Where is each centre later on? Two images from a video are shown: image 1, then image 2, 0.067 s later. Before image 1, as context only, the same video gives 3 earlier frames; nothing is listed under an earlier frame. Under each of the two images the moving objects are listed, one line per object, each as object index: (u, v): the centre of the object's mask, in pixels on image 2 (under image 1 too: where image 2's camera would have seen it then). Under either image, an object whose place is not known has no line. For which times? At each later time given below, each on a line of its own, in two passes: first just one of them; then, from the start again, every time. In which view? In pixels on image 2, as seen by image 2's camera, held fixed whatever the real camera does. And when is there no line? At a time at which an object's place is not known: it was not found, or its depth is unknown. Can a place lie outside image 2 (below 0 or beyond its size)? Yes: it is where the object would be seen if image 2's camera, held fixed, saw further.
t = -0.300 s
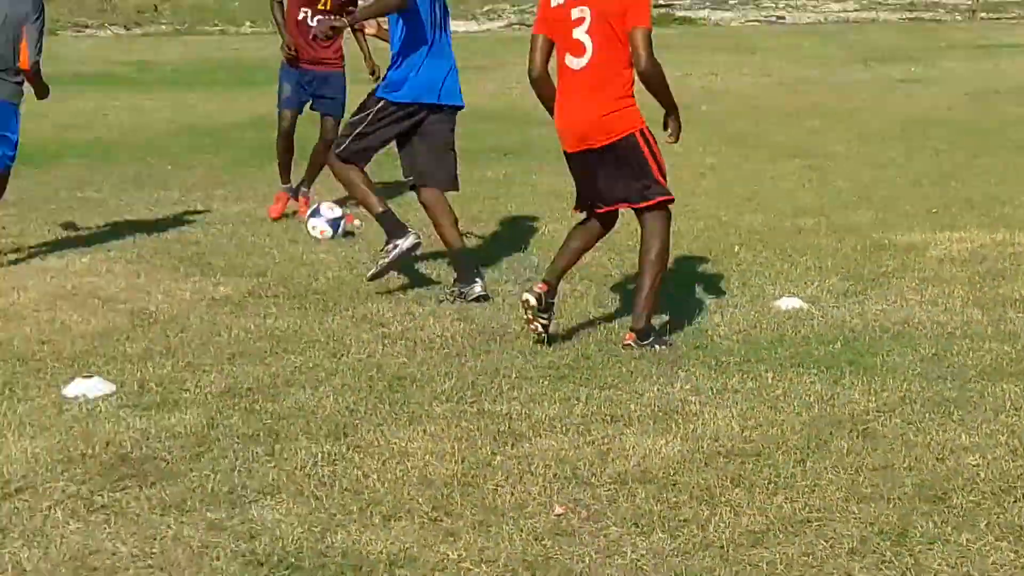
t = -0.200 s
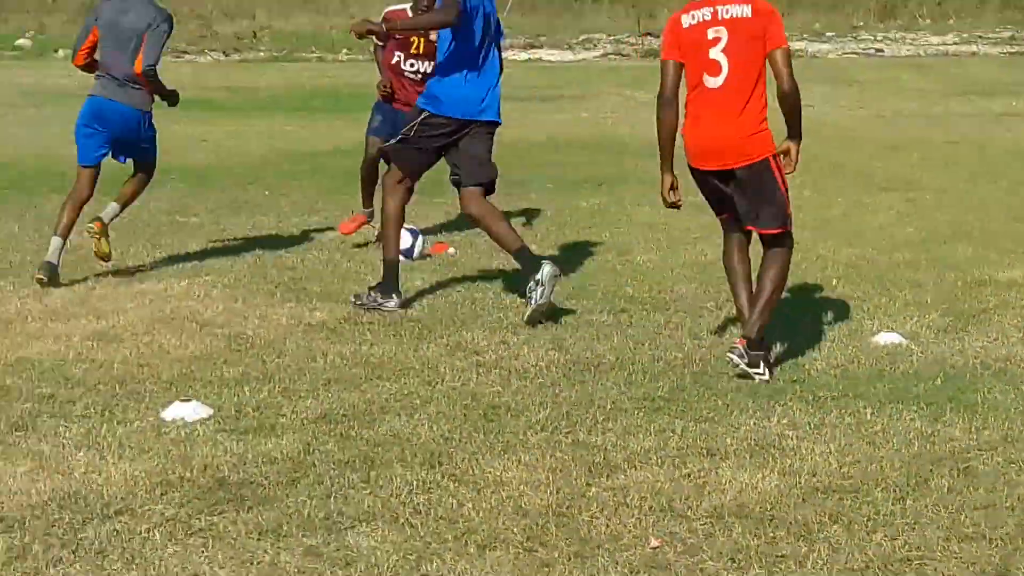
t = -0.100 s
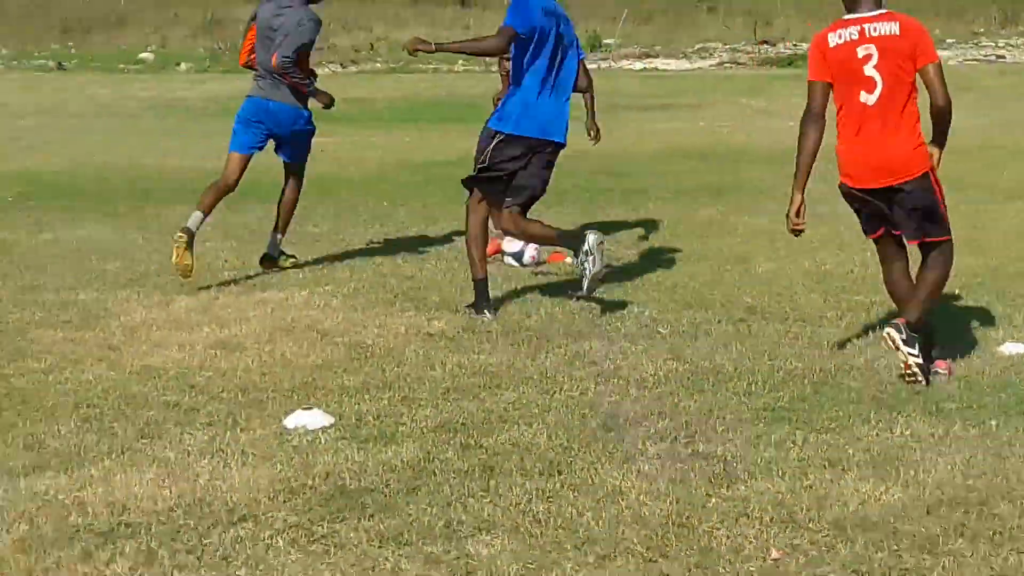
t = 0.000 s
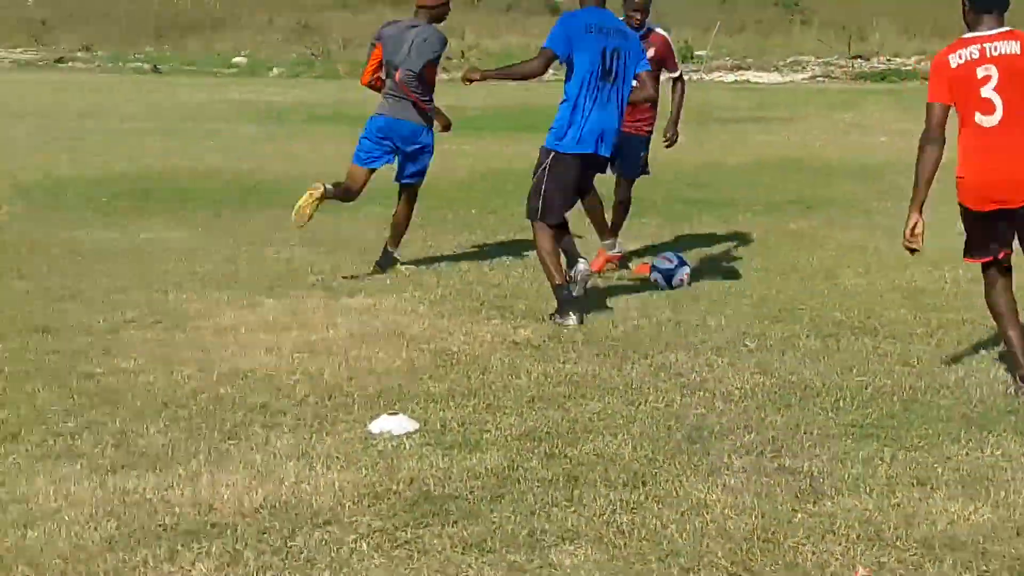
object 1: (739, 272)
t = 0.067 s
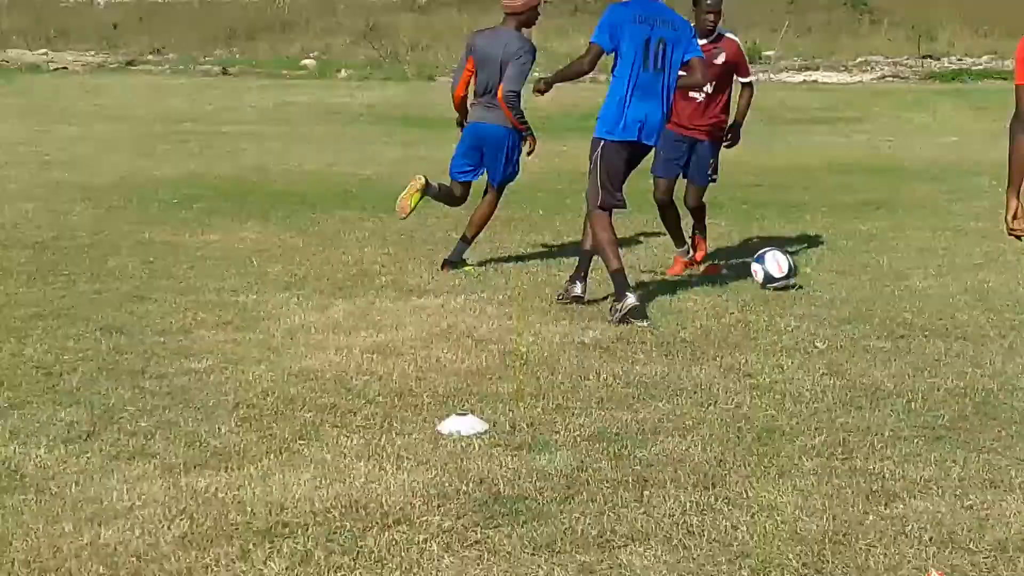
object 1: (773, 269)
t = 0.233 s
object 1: (857, 277)
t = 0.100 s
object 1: (788, 266)
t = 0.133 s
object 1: (806, 266)
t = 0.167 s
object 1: (822, 267)
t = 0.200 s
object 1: (839, 271)
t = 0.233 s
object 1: (857, 277)
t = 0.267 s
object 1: (874, 284)
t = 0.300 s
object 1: (891, 290)
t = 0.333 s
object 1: (906, 286)
